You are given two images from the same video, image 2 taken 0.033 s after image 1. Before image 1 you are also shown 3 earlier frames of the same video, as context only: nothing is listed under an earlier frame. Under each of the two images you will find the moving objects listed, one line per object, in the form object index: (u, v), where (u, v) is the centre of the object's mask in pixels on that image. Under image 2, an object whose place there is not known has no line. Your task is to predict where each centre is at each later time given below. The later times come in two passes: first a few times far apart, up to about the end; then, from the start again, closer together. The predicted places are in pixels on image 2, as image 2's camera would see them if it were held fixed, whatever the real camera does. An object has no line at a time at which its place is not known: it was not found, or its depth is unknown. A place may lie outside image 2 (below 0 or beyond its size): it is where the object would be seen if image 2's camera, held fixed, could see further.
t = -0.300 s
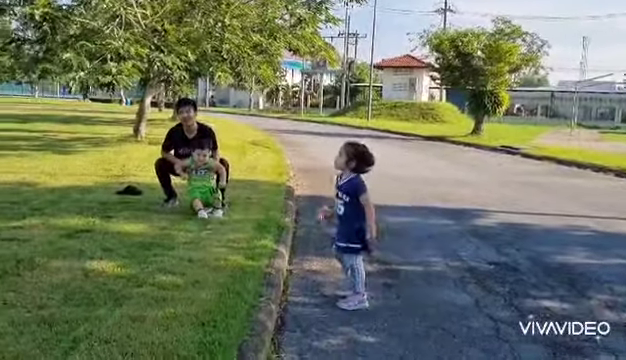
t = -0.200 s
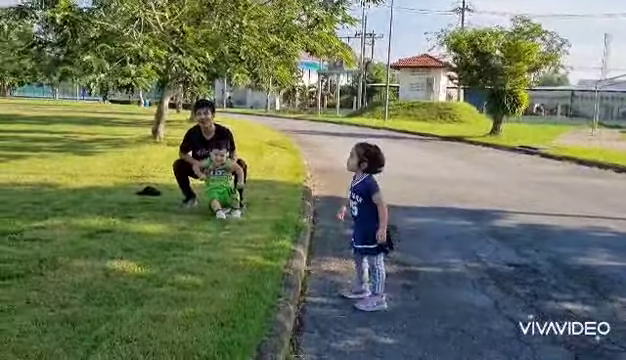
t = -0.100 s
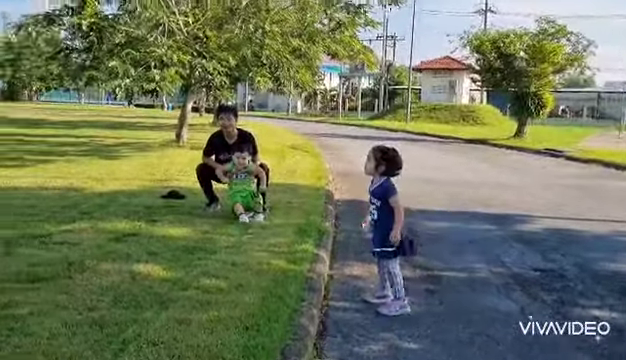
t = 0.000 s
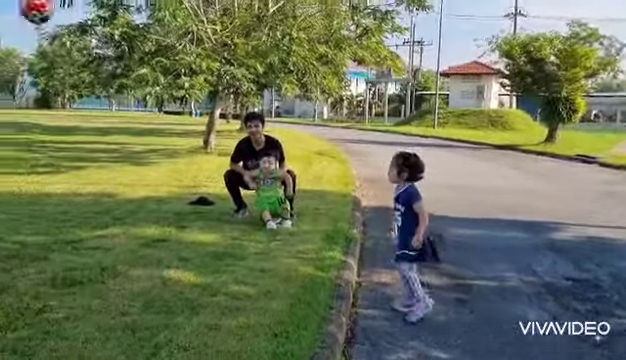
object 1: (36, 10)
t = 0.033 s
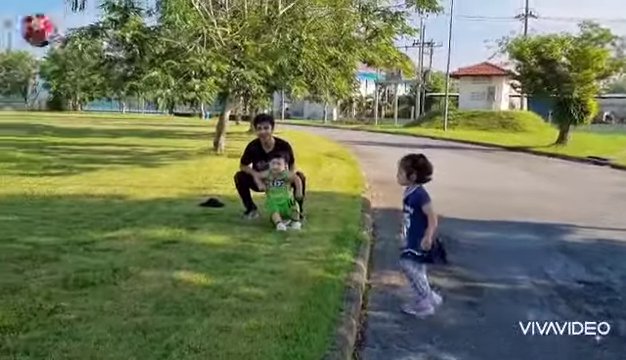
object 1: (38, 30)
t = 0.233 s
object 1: (-14, 178)
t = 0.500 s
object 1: (-7, 168)
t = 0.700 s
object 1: (19, 134)
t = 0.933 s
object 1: (45, 158)
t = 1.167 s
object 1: (67, 216)
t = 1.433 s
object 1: (73, 199)
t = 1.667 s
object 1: (84, 214)
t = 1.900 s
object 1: (95, 215)
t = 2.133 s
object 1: (105, 215)
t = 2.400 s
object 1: (110, 215)
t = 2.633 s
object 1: (109, 216)
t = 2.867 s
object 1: (109, 216)
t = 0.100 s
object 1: (25, 75)
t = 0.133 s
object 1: (13, 98)
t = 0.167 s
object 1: (5, 123)
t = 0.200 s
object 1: (-2, 149)
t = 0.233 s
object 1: (-14, 178)
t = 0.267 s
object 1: (-20, 203)
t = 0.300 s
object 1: (-31, 234)
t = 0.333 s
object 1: (-33, 239)
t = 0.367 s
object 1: (-27, 221)
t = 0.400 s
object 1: (-21, 205)
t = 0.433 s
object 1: (-17, 192)
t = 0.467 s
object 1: (-13, 180)
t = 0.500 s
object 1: (-7, 168)
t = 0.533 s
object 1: (-2, 159)
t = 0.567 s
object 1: (3, 151)
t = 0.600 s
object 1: (6, 145)
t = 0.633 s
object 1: (12, 140)
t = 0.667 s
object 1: (17, 136)
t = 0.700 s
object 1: (19, 134)
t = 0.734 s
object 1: (24, 134)
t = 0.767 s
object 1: (29, 135)
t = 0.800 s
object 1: (34, 136)
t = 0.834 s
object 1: (36, 139)
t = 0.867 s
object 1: (39, 145)
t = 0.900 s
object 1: (43, 152)
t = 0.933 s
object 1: (45, 158)
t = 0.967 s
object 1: (50, 168)
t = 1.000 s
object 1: (53, 177)
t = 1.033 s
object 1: (56, 189)
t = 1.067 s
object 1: (60, 200)
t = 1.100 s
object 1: (63, 212)
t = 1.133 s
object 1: (65, 223)
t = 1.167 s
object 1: (67, 216)
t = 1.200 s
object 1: (67, 208)
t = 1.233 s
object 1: (68, 204)
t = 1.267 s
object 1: (70, 199)
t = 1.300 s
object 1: (71, 197)
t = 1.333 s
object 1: (72, 196)
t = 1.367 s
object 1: (72, 196)
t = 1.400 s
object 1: (73, 196)
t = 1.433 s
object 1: (73, 199)
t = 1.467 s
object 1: (74, 201)
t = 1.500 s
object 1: (77, 207)
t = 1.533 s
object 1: (77, 214)
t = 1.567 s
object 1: (78, 217)
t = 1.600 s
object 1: (80, 215)
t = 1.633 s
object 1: (81, 214)
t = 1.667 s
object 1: (84, 214)
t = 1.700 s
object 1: (86, 214)
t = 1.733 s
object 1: (86, 215)
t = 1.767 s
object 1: (88, 214)
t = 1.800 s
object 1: (90, 214)
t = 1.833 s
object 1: (92, 215)
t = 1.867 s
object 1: (94, 215)
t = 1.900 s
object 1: (95, 215)
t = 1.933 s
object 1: (98, 215)
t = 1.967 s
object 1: (99, 216)
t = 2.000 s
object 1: (101, 216)
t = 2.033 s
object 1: (102, 215)
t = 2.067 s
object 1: (103, 215)
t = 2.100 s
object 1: (104, 215)
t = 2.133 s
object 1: (105, 215)
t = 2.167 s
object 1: (106, 215)
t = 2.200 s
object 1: (107, 215)
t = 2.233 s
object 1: (108, 215)
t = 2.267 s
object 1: (109, 215)
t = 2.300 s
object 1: (109, 215)
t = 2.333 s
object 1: (110, 215)
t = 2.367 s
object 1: (110, 215)
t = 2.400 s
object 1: (110, 215)
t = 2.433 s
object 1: (109, 215)
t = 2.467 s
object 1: (109, 215)
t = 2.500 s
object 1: (109, 215)
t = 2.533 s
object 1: (109, 216)
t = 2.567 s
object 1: (109, 216)
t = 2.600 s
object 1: (109, 216)
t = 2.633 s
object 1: (109, 216)
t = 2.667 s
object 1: (109, 216)
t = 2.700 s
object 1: (109, 216)
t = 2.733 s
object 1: (109, 216)
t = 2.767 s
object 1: (109, 215)
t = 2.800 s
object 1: (109, 216)
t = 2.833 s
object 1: (109, 216)
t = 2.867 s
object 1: (109, 216)
